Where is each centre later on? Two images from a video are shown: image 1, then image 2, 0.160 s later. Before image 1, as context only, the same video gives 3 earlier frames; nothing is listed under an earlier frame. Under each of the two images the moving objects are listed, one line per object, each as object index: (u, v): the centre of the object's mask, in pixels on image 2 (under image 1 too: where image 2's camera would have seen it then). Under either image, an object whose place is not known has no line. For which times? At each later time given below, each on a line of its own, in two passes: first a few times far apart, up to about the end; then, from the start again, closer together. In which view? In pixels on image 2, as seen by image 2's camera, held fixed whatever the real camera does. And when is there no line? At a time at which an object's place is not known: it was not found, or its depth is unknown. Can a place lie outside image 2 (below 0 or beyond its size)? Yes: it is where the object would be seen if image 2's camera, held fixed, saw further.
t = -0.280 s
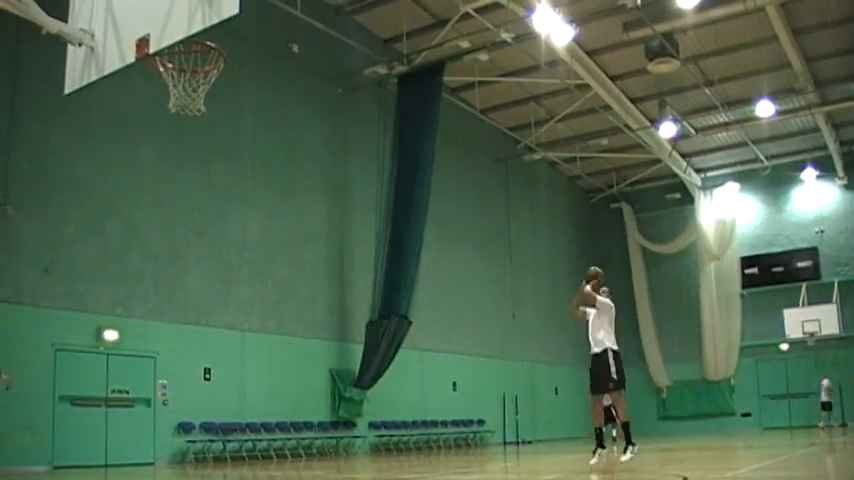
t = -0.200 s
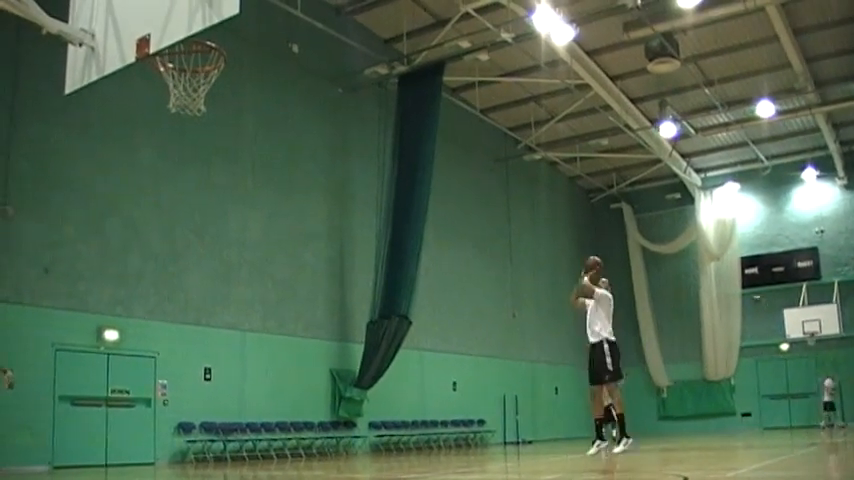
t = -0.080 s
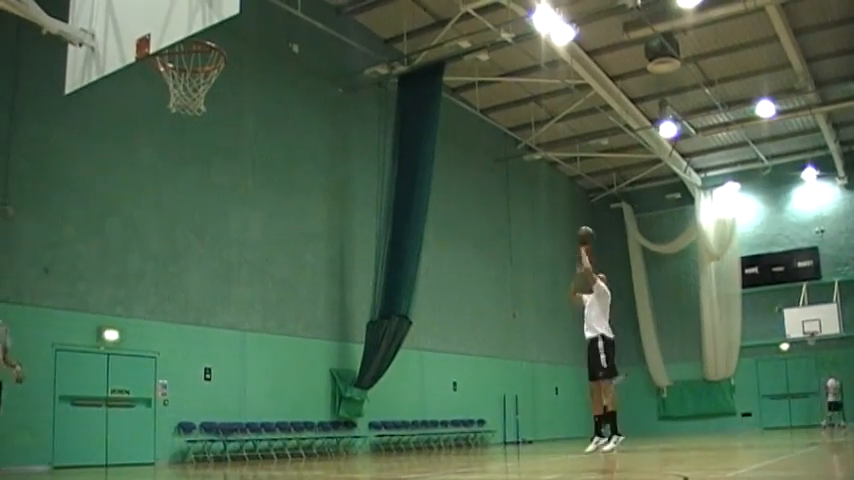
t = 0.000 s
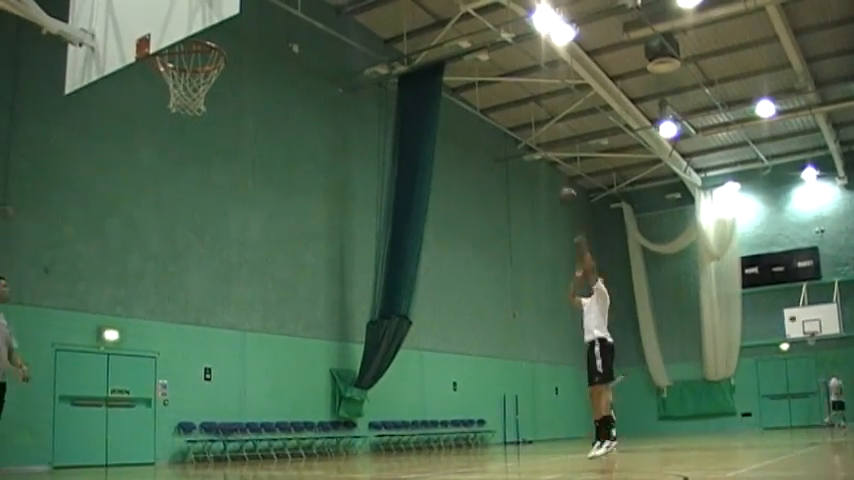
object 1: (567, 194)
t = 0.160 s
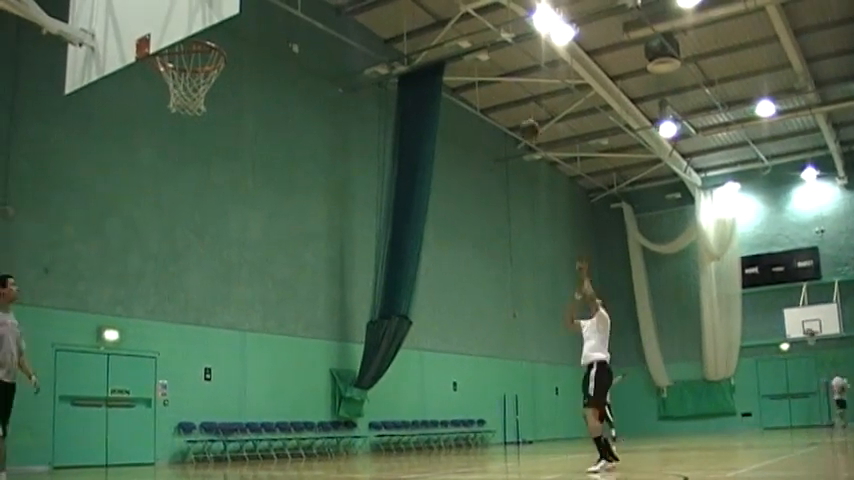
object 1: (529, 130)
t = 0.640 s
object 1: (383, 19)
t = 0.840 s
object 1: (301, 28)
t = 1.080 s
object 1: (253, 119)
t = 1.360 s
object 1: (350, 330)
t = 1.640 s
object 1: (418, 426)
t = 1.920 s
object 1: (460, 329)
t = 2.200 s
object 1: (498, 321)
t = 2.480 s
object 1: (532, 379)
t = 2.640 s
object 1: (551, 436)
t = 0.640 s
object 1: (383, 19)
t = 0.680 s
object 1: (369, 22)
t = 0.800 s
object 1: (321, 26)
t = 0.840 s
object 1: (301, 28)
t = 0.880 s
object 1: (284, 32)
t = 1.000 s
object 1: (229, 72)
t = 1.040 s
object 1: (237, 93)
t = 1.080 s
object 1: (253, 119)
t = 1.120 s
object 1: (268, 145)
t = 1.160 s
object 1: (283, 174)
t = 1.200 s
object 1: (298, 204)
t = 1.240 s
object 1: (311, 234)
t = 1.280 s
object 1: (324, 265)
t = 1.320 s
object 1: (338, 297)
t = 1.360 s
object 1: (350, 330)
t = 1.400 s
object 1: (362, 363)
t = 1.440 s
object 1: (374, 398)
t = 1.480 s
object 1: (384, 432)
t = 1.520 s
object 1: (396, 469)
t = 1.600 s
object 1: (411, 448)
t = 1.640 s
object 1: (418, 426)
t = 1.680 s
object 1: (425, 405)
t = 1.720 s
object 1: (431, 388)
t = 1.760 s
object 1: (437, 372)
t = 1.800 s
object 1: (443, 359)
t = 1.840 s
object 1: (449, 346)
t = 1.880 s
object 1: (455, 337)
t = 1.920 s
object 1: (460, 329)
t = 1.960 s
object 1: (466, 324)
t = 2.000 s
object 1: (471, 320)
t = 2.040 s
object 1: (477, 317)
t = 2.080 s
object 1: (482, 315)
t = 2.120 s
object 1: (487, 316)
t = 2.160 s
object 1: (492, 318)
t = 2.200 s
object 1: (498, 321)
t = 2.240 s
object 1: (502, 326)
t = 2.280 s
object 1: (508, 331)
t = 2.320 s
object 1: (513, 339)
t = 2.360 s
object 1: (517, 347)
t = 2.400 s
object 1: (522, 356)
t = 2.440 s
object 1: (527, 367)
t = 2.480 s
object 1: (532, 379)
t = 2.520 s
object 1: (536, 392)
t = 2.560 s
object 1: (541, 405)
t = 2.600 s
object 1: (546, 420)
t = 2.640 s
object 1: (551, 436)
